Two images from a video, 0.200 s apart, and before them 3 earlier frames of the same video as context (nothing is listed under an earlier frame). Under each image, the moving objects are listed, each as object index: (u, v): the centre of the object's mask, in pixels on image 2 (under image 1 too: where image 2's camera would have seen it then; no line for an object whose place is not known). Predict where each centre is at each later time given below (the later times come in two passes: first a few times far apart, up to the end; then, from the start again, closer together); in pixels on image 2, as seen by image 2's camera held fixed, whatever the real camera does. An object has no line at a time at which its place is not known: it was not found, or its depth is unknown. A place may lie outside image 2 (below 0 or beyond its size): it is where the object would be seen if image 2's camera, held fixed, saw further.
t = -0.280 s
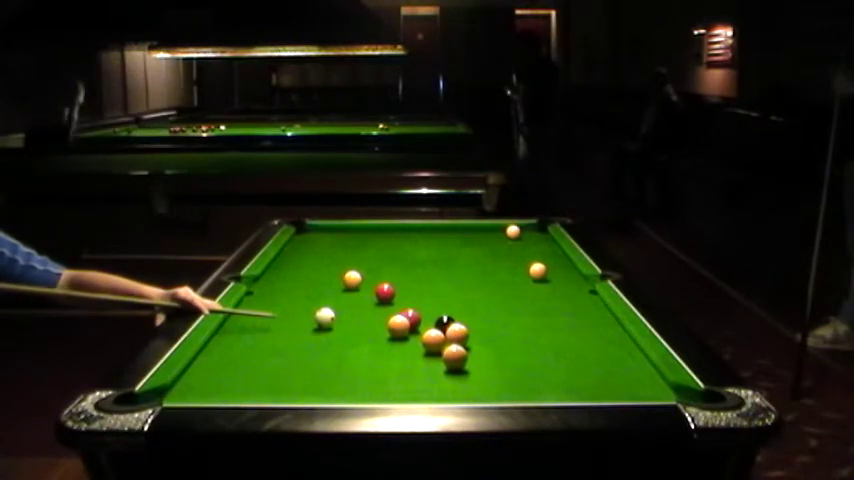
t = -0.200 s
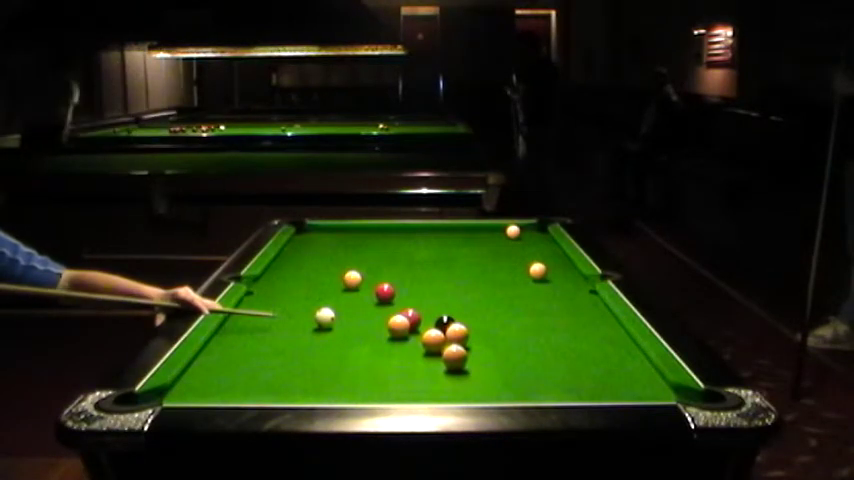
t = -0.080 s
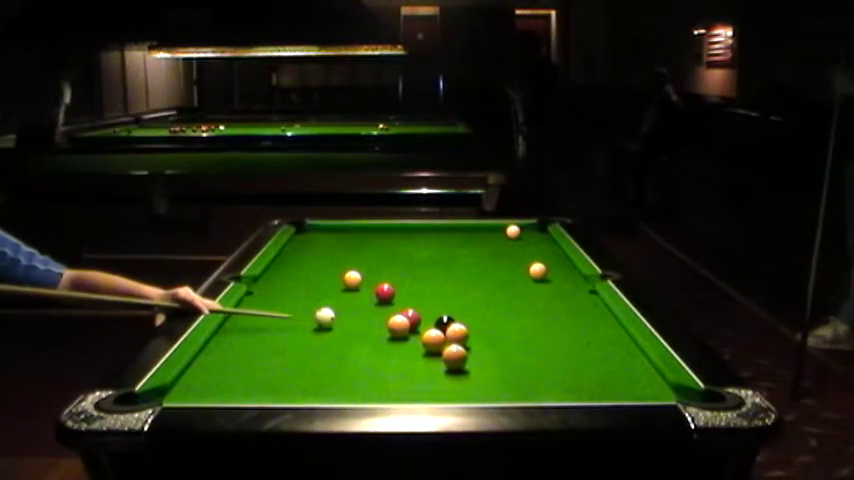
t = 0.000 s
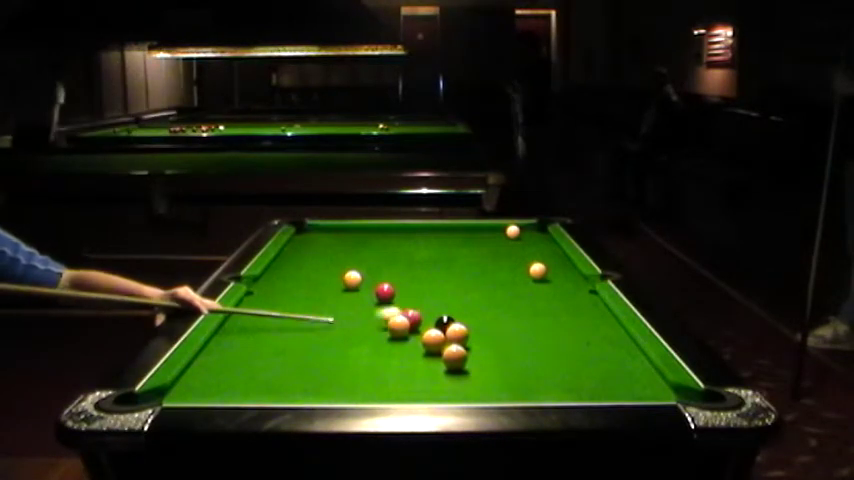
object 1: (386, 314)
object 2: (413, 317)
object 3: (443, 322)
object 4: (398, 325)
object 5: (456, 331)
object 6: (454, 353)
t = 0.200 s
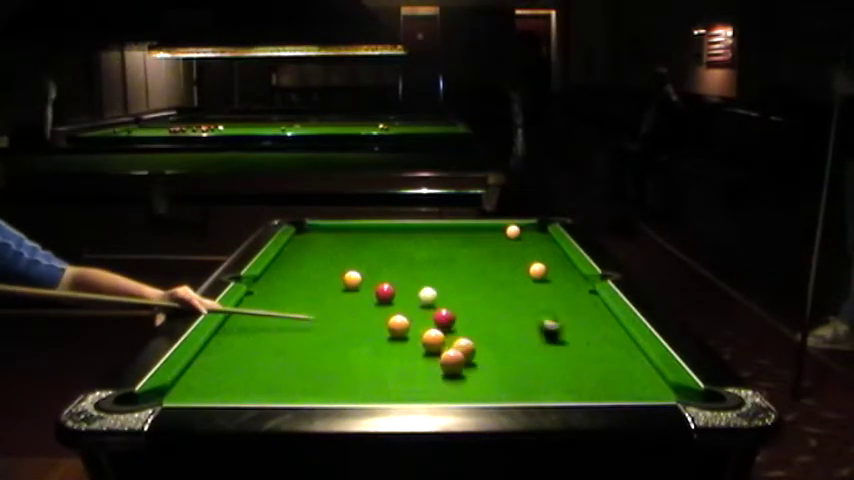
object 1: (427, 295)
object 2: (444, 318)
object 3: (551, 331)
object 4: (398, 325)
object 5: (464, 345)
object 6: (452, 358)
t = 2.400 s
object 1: (489, 236)
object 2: (533, 300)
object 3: (243, 362)
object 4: (252, 301)
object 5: (564, 389)
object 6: (383, 329)
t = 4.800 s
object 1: (413, 259)
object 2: (534, 299)
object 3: (207, 375)
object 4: (301, 294)
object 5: (565, 389)
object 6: (380, 314)
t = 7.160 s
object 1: (408, 261)
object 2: (534, 299)
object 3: (207, 375)
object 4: (301, 294)
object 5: (565, 389)
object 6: (380, 314)
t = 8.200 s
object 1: (408, 261)
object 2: (533, 300)
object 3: (207, 375)
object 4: (301, 294)
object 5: (565, 389)
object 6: (380, 314)
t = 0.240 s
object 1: (432, 292)
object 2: (448, 317)
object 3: (571, 331)
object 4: (398, 325)
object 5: (466, 348)
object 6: (450, 360)
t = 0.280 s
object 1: (436, 289)
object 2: (450, 317)
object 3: (590, 331)
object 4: (398, 325)
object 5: (469, 352)
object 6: (447, 363)
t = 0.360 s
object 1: (445, 284)
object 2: (457, 316)
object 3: (608, 331)
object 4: (398, 325)
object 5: (474, 355)
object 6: (443, 369)
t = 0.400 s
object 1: (449, 280)
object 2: (460, 315)
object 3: (593, 330)
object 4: (398, 325)
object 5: (477, 357)
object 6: (441, 371)
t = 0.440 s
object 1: (453, 278)
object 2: (463, 315)
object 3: (578, 330)
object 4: (398, 325)
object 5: (479, 358)
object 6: (439, 375)
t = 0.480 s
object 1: (457, 275)
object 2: (466, 314)
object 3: (566, 330)
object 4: (398, 325)
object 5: (482, 359)
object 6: (437, 379)
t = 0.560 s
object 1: (465, 270)
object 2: (472, 313)
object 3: (539, 331)
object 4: (398, 325)
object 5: (487, 361)
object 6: (433, 385)
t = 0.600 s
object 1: (468, 268)
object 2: (475, 313)
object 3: (526, 331)
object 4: (398, 325)
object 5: (490, 363)
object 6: (431, 389)
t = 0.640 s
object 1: (472, 266)
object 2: (478, 312)
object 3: (513, 330)
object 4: (398, 325)
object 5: (492, 364)
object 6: (429, 390)
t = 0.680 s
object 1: (475, 264)
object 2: (480, 311)
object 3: (500, 331)
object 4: (398, 325)
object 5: (495, 366)
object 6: (427, 389)
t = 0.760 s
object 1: (482, 259)
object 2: (485, 311)
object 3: (473, 332)
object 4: (398, 325)
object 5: (500, 368)
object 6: (423, 385)
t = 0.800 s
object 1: (486, 257)
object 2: (488, 310)
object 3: (461, 331)
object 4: (398, 325)
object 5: (502, 369)
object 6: (422, 383)
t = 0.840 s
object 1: (488, 255)
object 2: (490, 310)
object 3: (450, 330)
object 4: (398, 325)
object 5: (504, 370)
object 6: (420, 384)
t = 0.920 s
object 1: (494, 251)
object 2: (494, 309)
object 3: (421, 327)
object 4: (398, 325)
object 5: (509, 372)
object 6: (417, 382)
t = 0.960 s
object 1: (497, 249)
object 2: (497, 308)
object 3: (415, 330)
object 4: (394, 324)
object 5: (511, 373)
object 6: (416, 379)
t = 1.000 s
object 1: (500, 248)
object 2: (499, 308)
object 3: (410, 333)
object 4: (387, 323)
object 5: (513, 374)
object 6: (414, 377)
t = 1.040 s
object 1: (503, 246)
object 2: (501, 308)
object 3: (405, 333)
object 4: (381, 322)
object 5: (516, 375)
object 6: (413, 375)
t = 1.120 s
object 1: (508, 242)
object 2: (504, 306)
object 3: (394, 335)
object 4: (370, 320)
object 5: (520, 377)
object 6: (411, 371)
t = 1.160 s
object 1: (510, 241)
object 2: (506, 306)
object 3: (388, 337)
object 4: (365, 320)
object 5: (522, 378)
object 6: (410, 369)
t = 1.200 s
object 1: (513, 239)
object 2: (508, 305)
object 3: (383, 338)
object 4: (359, 319)
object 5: (524, 379)
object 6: (408, 367)
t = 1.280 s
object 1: (519, 236)
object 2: (511, 305)
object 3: (373, 339)
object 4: (349, 318)
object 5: (528, 380)
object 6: (405, 363)
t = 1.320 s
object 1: (520, 235)
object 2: (512, 304)
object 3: (367, 341)
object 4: (343, 317)
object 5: (530, 381)
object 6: (404, 362)
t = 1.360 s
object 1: (524, 233)
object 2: (514, 304)
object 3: (362, 341)
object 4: (338, 316)
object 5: (532, 381)
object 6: (403, 359)
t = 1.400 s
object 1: (529, 232)
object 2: (515, 304)
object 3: (357, 343)
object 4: (333, 316)
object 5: (534, 382)
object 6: (402, 358)
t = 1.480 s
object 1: (537, 231)
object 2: (518, 304)
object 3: (346, 344)
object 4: (324, 314)
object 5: (538, 383)
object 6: (400, 354)
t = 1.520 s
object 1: (541, 230)
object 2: (519, 303)
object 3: (341, 345)
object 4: (320, 313)
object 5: (539, 383)
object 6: (399, 352)
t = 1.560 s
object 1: (537, 229)
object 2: (520, 303)
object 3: (336, 346)
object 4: (315, 312)
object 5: (541, 384)
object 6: (398, 351)
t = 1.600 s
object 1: (534, 229)
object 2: (521, 302)
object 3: (331, 346)
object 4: (311, 311)
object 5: (543, 384)
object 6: (397, 350)
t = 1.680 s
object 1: (527, 227)
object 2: (523, 302)
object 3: (321, 348)
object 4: (302, 310)
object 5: (546, 385)
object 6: (395, 347)
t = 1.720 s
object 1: (523, 227)
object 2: (524, 302)
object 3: (316, 349)
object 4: (298, 310)
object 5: (547, 385)
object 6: (394, 346)
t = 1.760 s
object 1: (520, 226)
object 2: (525, 301)
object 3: (312, 350)
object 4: (294, 308)
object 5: (549, 385)
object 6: (393, 345)
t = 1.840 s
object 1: (516, 227)
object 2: (527, 301)
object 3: (302, 352)
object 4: (286, 307)
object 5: (552, 386)
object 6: (391, 342)
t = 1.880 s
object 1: (514, 228)
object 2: (527, 301)
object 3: (298, 353)
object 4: (282, 307)
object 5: (553, 386)
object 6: (391, 341)
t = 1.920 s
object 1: (512, 229)
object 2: (528, 300)
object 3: (293, 353)
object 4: (279, 306)
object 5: (554, 386)
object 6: (390, 340)
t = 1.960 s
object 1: (509, 230)
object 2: (528, 301)
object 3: (288, 355)
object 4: (275, 306)
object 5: (555, 387)
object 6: (389, 339)
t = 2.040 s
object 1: (506, 231)
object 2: (530, 300)
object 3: (279, 356)
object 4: (268, 305)
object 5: (557, 387)
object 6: (388, 337)
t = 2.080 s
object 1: (504, 231)
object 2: (531, 300)
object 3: (275, 356)
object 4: (265, 304)
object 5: (558, 387)
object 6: (387, 336)
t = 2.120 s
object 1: (501, 232)
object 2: (532, 300)
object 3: (271, 358)
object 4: (261, 304)
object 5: (559, 387)
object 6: (387, 335)
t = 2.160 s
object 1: (500, 232)
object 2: (532, 300)
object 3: (267, 358)
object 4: (258, 303)
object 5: (560, 387)
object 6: (386, 334)
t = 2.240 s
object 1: (496, 233)
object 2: (532, 300)
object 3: (258, 360)
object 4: (252, 302)
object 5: (562, 388)
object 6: (385, 332)
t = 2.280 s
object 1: (494, 234)
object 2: (533, 300)
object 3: (254, 360)
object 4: (249, 302)
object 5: (562, 388)
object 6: (384, 331)
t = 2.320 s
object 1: (492, 235)
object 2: (533, 300)
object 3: (251, 361)
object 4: (248, 301)
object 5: (563, 388)
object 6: (384, 330)
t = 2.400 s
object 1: (489, 236)
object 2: (533, 300)
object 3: (243, 362)
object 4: (252, 301)
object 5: (564, 389)
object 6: (383, 329)
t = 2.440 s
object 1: (487, 237)
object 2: (533, 300)
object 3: (239, 363)
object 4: (254, 301)
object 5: (565, 389)
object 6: (382, 328)
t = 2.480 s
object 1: (485, 237)
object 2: (533, 300)
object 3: (236, 363)
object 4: (256, 300)
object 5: (565, 389)
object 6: (382, 327)
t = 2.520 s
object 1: (483, 238)
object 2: (533, 300)
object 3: (232, 364)
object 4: (259, 300)
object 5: (565, 389)
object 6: (381, 327)
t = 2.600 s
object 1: (479, 238)
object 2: (533, 300)
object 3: (226, 365)
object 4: (263, 299)
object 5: (565, 390)
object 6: (381, 325)
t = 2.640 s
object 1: (478, 239)
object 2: (533, 300)
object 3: (223, 366)
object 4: (266, 299)
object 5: (566, 390)
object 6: (380, 324)
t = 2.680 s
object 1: (476, 240)
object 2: (533, 299)
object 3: (219, 366)
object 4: (267, 298)
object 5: (565, 389)
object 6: (379, 324)
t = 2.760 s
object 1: (472, 241)
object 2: (533, 300)
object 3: (213, 368)
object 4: (271, 298)
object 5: (566, 390)
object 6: (379, 323)
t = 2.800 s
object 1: (471, 241)
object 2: (533, 300)
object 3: (211, 368)
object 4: (273, 297)
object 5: (565, 389)
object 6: (378, 322)
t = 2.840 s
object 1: (469, 241)
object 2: (533, 299)
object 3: (207, 369)
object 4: (275, 297)
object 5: (565, 389)
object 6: (378, 321)
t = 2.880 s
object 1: (467, 242)
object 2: (533, 299)
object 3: (204, 369)
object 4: (277, 297)
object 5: (565, 390)
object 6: (378, 321)
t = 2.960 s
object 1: (464, 243)
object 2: (534, 300)
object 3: (199, 370)
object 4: (280, 297)
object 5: (565, 389)
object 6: (377, 320)
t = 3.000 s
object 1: (463, 244)
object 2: (534, 300)
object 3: (196, 371)
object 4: (282, 297)
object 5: (565, 389)
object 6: (377, 319)
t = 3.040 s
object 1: (461, 244)
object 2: (534, 300)
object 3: (194, 371)
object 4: (283, 297)
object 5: (565, 389)
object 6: (377, 319)
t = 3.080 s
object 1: (460, 245)
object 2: (534, 299)
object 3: (195, 372)
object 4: (285, 296)
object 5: (565, 389)
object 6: (377, 319)
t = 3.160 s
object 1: (456, 246)
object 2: (534, 300)
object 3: (197, 373)
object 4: (287, 296)
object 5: (565, 389)
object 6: (376, 318)
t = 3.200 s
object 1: (455, 246)
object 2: (534, 300)
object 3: (197, 373)
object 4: (289, 296)
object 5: (565, 389)
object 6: (376, 317)
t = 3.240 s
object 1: (453, 247)
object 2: (534, 300)
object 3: (198, 373)
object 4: (290, 295)
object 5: (565, 389)
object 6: (376, 317)
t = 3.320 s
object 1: (451, 247)
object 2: (534, 299)
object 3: (200, 373)
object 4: (292, 295)
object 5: (565, 389)
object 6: (376, 316)
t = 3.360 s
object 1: (449, 248)
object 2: (534, 299)
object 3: (201, 374)
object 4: (293, 295)
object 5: (565, 389)
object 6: (376, 316)
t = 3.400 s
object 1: (448, 248)
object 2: (534, 300)
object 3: (202, 374)
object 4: (294, 295)
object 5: (565, 389)
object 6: (376, 316)
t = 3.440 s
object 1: (447, 249)
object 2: (534, 299)
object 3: (202, 374)
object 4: (295, 295)
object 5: (565, 389)
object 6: (376, 315)
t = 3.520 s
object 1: (444, 250)
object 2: (534, 299)
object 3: (204, 375)
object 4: (296, 295)
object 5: (565, 389)
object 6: (377, 315)
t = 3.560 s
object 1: (443, 250)
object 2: (534, 300)
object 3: (204, 374)
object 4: (297, 295)
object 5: (565, 389)
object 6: (377, 315)
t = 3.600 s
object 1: (441, 251)
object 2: (533, 300)
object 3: (205, 374)
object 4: (298, 295)
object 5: (565, 389)
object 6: (377, 315)
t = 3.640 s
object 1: (440, 251)
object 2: (534, 300)
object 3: (206, 375)
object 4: (298, 294)
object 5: (565, 389)
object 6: (377, 315)
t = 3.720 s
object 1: (438, 252)
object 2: (534, 299)
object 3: (207, 375)
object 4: (299, 294)
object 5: (565, 389)
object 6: (377, 314)
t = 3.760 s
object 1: (436, 252)
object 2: (534, 299)
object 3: (207, 375)
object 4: (300, 294)
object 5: (565, 389)
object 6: (377, 314)
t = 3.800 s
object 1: (435, 252)
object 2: (534, 299)
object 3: (208, 375)
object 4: (300, 294)
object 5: (565, 389)
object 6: (378, 314)
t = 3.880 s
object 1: (433, 253)
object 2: (534, 299)
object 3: (208, 375)
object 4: (301, 294)
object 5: (565, 389)
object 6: (378, 314)
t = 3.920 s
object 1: (432, 254)
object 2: (533, 299)
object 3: (208, 375)
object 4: (301, 294)
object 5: (565, 389)
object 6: (379, 314)
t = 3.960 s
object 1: (431, 254)
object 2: (534, 299)
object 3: (208, 375)
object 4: (301, 294)
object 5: (565, 389)
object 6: (379, 314)
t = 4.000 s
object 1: (430, 254)
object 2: (534, 300)
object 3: (208, 375)
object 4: (301, 294)
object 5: (565, 389)
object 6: (379, 314)
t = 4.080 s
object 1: (427, 255)
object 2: (534, 299)
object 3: (208, 375)
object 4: (301, 294)
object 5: (565, 389)
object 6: (379, 314)
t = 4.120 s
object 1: (426, 255)
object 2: (534, 299)
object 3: (208, 375)
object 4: (301, 294)
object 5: (565, 389)
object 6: (380, 314)
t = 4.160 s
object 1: (425, 255)
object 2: (534, 300)
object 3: (208, 375)
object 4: (301, 294)
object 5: (565, 389)
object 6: (380, 314)
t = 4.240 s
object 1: (423, 256)
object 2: (534, 300)
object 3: (208, 375)
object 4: (301, 294)
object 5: (565, 389)
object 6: (380, 314)
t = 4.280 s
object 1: (422, 256)
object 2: (534, 300)
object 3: (207, 375)
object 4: (301, 294)
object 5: (565, 389)
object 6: (380, 314)
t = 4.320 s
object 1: (421, 256)
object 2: (534, 299)
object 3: (207, 375)
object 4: (301, 294)
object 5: (565, 389)
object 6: (380, 314)
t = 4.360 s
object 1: (421, 257)
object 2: (534, 299)
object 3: (207, 375)
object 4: (301, 294)
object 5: (565, 389)
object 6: (380, 314)
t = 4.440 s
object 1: (419, 257)
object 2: (534, 299)
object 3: (207, 375)
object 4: (301, 294)
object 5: (565, 389)
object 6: (380, 314)
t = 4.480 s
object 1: (418, 257)
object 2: (534, 299)
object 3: (207, 375)
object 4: (301, 294)
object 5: (565, 389)
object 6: (380, 314)
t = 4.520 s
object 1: (417, 258)
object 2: (534, 299)
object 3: (207, 375)
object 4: (301, 294)
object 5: (565, 389)
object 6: (380, 314)
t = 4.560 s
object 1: (417, 258)
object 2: (533, 299)
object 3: (207, 375)
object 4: (301, 294)
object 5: (565, 389)
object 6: (380, 314)
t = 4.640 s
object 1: (416, 259)
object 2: (534, 299)
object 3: (207, 375)
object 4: (301, 294)
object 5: (565, 389)
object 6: (380, 314)
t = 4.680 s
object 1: (415, 259)
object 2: (533, 299)
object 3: (207, 375)
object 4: (301, 294)
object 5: (565, 389)
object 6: (380, 314)
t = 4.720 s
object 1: (415, 259)
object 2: (533, 299)
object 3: (207, 375)
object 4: (301, 294)
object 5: (565, 389)
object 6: (380, 314)
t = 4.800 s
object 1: (413, 259)
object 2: (534, 299)
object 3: (207, 375)
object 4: (301, 294)
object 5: (565, 389)
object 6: (380, 314)
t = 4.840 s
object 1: (413, 259)
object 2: (533, 299)
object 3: (207, 375)
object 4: (301, 294)
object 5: (565, 389)
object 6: (380, 314)
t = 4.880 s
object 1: (412, 259)
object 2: (534, 299)
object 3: (207, 375)
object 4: (301, 294)
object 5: (565, 389)
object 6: (380, 314)
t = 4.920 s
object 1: (412, 260)
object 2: (534, 299)
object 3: (207, 375)
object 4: (301, 294)
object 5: (565, 389)
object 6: (380, 314)
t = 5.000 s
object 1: (411, 260)
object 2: (534, 300)
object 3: (207, 375)
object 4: (301, 294)
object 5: (565, 389)
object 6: (380, 314)
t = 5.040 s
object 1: (410, 260)
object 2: (534, 299)
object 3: (207, 375)
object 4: (301, 294)
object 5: (565, 389)
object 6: (380, 314)
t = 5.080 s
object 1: (410, 260)
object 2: (534, 299)
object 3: (207, 375)
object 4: (301, 294)
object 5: (565, 389)
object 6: (380, 314)
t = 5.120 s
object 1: (409, 260)
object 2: (534, 299)
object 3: (207, 375)
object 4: (301, 294)
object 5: (565, 389)
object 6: (380, 314)
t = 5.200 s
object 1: (409, 260)
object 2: (534, 299)
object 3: (207, 375)
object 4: (301, 294)
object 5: (565, 389)
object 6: (380, 314)
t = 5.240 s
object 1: (409, 260)
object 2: (534, 299)
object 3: (207, 375)
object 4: (301, 294)
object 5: (565, 389)
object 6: (380, 314)
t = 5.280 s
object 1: (408, 260)
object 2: (534, 299)
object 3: (207, 375)
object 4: (301, 294)
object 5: (565, 389)
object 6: (380, 314)
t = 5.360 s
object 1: (408, 260)
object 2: (534, 299)
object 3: (207, 375)
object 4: (301, 294)
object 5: (565, 389)
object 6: (380, 314)
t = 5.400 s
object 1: (408, 260)
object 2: (534, 299)
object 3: (207, 375)
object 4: (301, 294)
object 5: (565, 389)
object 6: (380, 314)
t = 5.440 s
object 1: (408, 261)
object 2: (534, 299)
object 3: (207, 375)
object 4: (301, 294)
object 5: (565, 389)
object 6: (380, 314)
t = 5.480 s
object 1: (408, 261)
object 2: (534, 299)
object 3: (207, 375)
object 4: (301, 294)
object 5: (565, 389)
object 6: (380, 314)
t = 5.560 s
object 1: (408, 261)
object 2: (534, 299)
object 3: (207, 375)
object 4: (301, 294)
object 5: (565, 389)
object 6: (380, 314)
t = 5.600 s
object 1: (408, 261)
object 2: (534, 299)
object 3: (207, 375)
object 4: (301, 294)
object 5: (565, 389)
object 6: (380, 314)
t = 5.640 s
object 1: (408, 261)
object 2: (534, 300)
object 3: (207, 375)
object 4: (301, 294)
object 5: (565, 389)
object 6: (380, 314)
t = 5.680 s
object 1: (408, 261)
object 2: (534, 300)
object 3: (207, 375)
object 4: (301, 294)
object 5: (565, 389)
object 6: (380, 314)
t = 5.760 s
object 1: (408, 261)
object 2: (534, 300)
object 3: (207, 375)
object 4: (301, 294)
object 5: (565, 389)
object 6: (380, 314)
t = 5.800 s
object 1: (408, 261)
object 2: (534, 300)
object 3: (207, 375)
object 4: (301, 294)
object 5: (565, 389)
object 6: (380, 314)
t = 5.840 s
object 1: (408, 261)
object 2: (534, 300)
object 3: (207, 375)
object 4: (301, 294)
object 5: (565, 389)
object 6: (380, 314)
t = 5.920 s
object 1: (408, 261)
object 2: (534, 300)
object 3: (207, 375)
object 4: (301, 294)
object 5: (565, 389)
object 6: (380, 314)
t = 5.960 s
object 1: (408, 261)
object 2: (534, 300)
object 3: (207, 375)
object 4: (301, 294)
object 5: (565, 389)
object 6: (380, 314)
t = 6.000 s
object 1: (408, 260)
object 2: (534, 300)
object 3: (207, 375)
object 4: (301, 294)
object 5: (565, 389)
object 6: (380, 314)
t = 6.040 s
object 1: (408, 261)
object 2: (534, 300)
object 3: (207, 375)
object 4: (301, 294)
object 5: (565, 389)
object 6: (380, 314)
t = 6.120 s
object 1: (408, 261)
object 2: (534, 300)
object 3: (207, 375)
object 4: (301, 294)
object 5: (565, 389)
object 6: (380, 314)
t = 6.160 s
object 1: (408, 261)
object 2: (534, 300)
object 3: (207, 375)
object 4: (301, 294)
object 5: (565, 389)
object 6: (380, 314)
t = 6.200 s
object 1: (408, 261)
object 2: (534, 300)
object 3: (207, 375)
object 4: (301, 294)
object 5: (565, 389)
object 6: (380, 314)
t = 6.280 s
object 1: (408, 261)
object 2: (534, 300)
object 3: (207, 375)
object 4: (301, 294)
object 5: (565, 389)
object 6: (380, 314)
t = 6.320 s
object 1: (408, 261)
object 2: (534, 300)
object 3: (207, 375)
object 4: (301, 294)
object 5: (565, 389)
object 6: (380, 314)
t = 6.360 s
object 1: (408, 261)
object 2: (534, 300)
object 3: (207, 375)
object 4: (301, 294)
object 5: (565, 389)
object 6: (380, 314)
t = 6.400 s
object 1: (408, 261)
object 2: (534, 300)
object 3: (207, 375)
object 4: (301, 294)
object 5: (565, 389)
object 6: (380, 314)
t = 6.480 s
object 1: (408, 261)
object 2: (534, 300)
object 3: (207, 375)
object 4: (301, 294)
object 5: (565, 389)
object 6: (380, 314)
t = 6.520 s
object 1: (408, 261)
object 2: (534, 300)
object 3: (207, 375)
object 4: (301, 294)
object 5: (565, 389)
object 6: (380, 314)
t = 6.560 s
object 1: (408, 261)
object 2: (534, 300)
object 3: (207, 375)
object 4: (301, 294)
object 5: (565, 389)
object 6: (380, 314)
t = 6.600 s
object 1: (408, 261)
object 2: (534, 300)
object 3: (207, 375)
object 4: (301, 294)
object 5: (565, 390)
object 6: (380, 314)
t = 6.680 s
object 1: (408, 261)
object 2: (534, 300)
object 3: (207, 375)
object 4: (301, 294)
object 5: (565, 390)
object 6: (380, 314)
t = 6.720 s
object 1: (408, 261)
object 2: (534, 300)
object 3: (207, 375)
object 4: (301, 294)
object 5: (565, 390)
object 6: (380, 314)
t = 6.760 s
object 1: (408, 261)
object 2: (534, 300)
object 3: (207, 375)
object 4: (301, 294)
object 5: (565, 390)
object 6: (380, 314)
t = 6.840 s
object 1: (408, 261)
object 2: (534, 300)
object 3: (207, 375)
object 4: (301, 294)
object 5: (565, 389)
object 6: (380, 314)
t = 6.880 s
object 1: (408, 261)
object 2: (534, 300)
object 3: (207, 375)
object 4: (301, 294)
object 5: (565, 389)
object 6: (380, 314)
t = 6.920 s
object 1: (408, 261)
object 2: (534, 300)
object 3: (207, 375)
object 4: (301, 294)
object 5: (565, 389)
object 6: (380, 314)
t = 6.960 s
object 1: (408, 261)
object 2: (534, 300)
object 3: (207, 375)
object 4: (301, 294)
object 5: (565, 389)
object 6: (380, 314)
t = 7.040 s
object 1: (408, 261)
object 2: (534, 300)
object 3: (207, 375)
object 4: (301, 294)
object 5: (565, 389)
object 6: (380, 314)
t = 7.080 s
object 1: (407, 261)
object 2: (534, 300)
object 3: (207, 375)
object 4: (301, 294)
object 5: (565, 389)
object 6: (380, 314)
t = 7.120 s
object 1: (408, 261)
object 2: (534, 300)
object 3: (207, 375)
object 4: (301, 294)
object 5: (565, 389)
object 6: (380, 314)
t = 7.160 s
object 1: (408, 261)
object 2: (534, 299)
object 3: (207, 375)
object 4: (301, 294)
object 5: (565, 389)
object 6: (380, 314)
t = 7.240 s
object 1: (407, 261)
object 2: (534, 299)
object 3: (207, 375)
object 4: (301, 294)
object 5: (565, 389)
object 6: (380, 314)
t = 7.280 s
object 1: (408, 261)
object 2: (534, 299)
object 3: (207, 375)
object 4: (301, 294)
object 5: (565, 389)
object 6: (380, 314)
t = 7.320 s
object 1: (407, 261)
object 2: (534, 299)
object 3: (207, 375)
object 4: (301, 294)
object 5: (565, 390)
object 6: (380, 314)
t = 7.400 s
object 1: (407, 261)
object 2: (534, 299)
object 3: (207, 375)
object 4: (301, 294)
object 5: (565, 390)
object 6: (380, 314)
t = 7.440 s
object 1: (408, 261)
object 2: (534, 299)
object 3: (207, 375)
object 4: (301, 294)
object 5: (565, 389)
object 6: (380, 314)
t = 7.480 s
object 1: (408, 261)
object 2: (534, 300)
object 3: (207, 375)
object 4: (301, 294)
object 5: (565, 389)
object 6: (380, 314)
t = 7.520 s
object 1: (408, 261)
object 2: (534, 300)
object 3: (207, 375)
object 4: (301, 294)
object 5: (565, 389)
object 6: (380, 314)
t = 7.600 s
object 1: (408, 261)
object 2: (533, 299)
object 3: (207, 375)
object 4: (301, 294)
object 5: (565, 389)
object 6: (380, 314)
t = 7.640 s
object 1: (408, 261)
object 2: (533, 300)
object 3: (207, 375)
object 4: (301, 294)
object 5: (565, 389)
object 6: (380, 314)
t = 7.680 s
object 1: (408, 261)
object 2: (533, 299)
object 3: (207, 375)
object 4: (301, 294)
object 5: (565, 389)
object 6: (380, 314)
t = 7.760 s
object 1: (408, 261)
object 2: (533, 299)
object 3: (207, 375)
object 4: (301, 294)
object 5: (565, 389)
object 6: (380, 314)
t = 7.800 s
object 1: (408, 261)
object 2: (533, 299)
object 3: (207, 375)
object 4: (301, 294)
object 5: (565, 389)
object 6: (380, 314)
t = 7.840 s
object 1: (408, 261)
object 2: (533, 299)
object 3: (207, 375)
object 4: (301, 294)
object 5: (565, 389)
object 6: (380, 314)
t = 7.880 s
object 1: (408, 261)
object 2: (533, 299)
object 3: (207, 375)
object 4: (301, 294)
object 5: (565, 389)
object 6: (380, 314)
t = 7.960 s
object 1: (408, 261)
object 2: (533, 299)
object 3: (207, 375)
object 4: (301, 294)
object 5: (565, 389)
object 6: (380, 314)
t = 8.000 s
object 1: (408, 261)
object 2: (533, 299)
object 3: (207, 375)
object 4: (301, 294)
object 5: (565, 389)
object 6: (380, 314)
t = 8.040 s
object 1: (407, 261)
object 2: (533, 299)
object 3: (207, 375)
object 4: (301, 294)
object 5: (565, 389)
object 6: (380, 314)
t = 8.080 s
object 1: (408, 261)
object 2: (533, 299)
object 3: (207, 375)
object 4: (301, 294)
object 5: (565, 390)
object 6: (380, 314)
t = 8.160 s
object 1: (408, 261)
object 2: (533, 300)
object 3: (207, 375)
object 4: (301, 294)
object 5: (565, 389)
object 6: (380, 314)
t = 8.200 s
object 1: (408, 261)
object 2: (533, 300)
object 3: (207, 375)
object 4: (301, 294)
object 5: (565, 389)
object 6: (380, 314)
